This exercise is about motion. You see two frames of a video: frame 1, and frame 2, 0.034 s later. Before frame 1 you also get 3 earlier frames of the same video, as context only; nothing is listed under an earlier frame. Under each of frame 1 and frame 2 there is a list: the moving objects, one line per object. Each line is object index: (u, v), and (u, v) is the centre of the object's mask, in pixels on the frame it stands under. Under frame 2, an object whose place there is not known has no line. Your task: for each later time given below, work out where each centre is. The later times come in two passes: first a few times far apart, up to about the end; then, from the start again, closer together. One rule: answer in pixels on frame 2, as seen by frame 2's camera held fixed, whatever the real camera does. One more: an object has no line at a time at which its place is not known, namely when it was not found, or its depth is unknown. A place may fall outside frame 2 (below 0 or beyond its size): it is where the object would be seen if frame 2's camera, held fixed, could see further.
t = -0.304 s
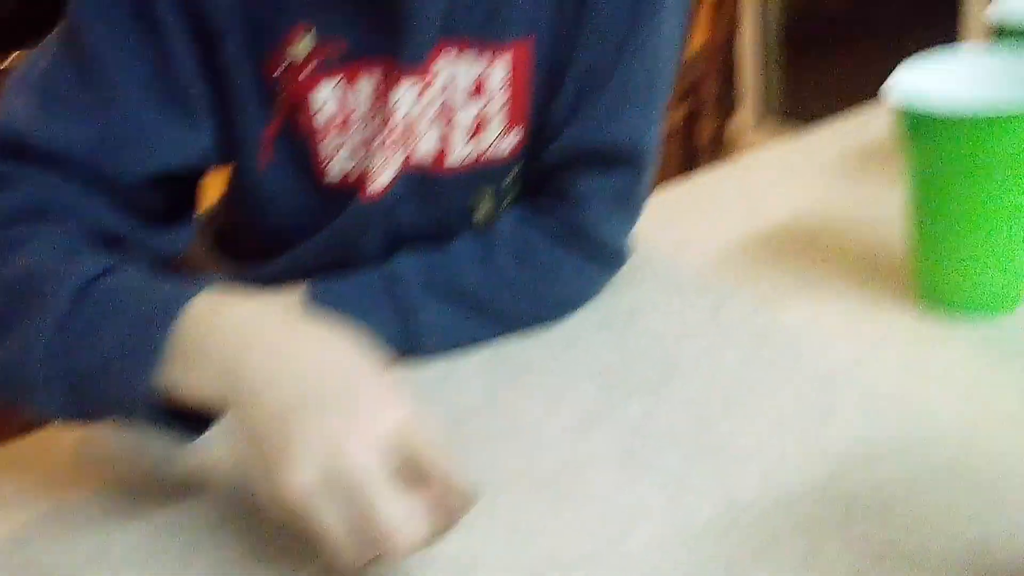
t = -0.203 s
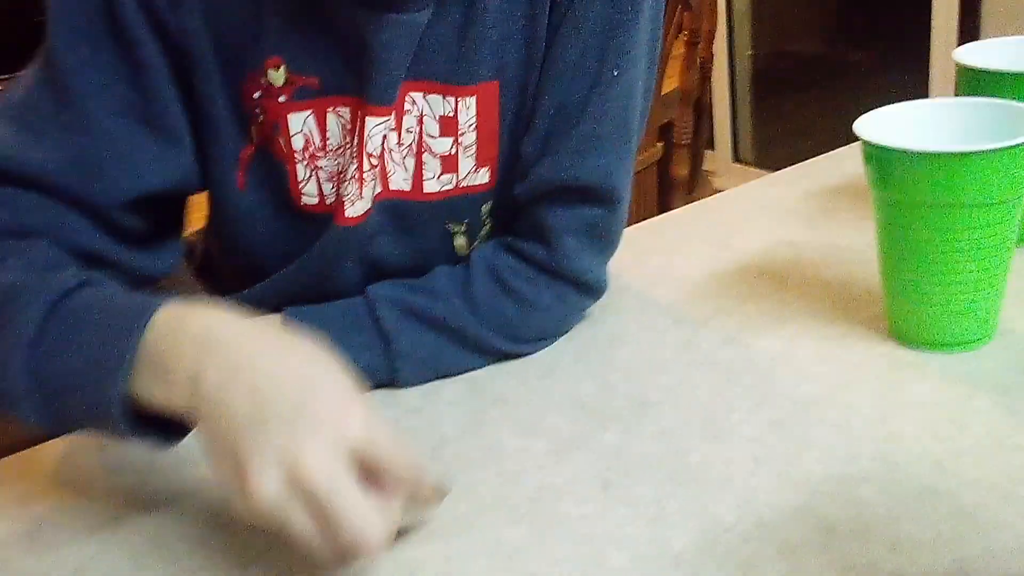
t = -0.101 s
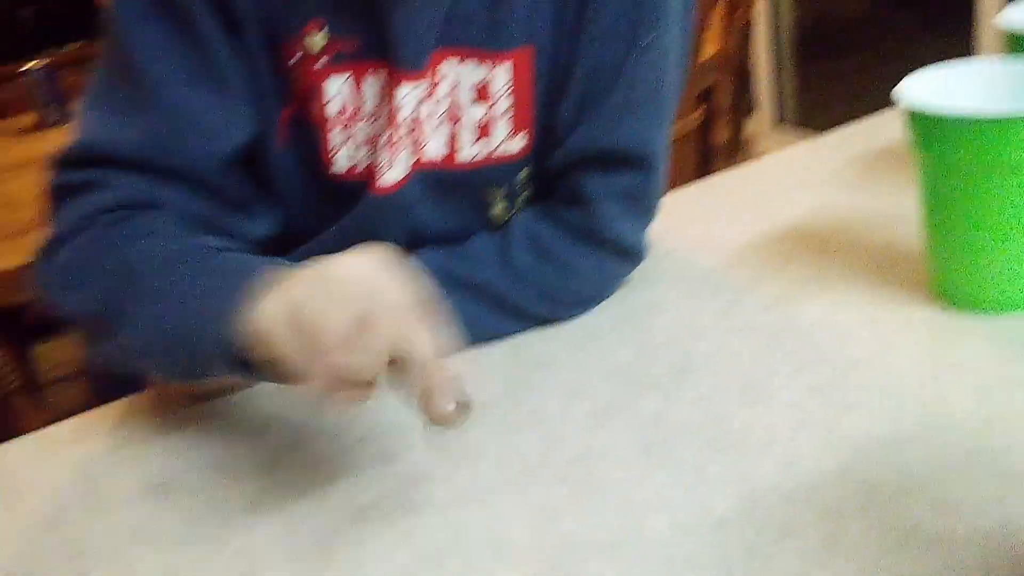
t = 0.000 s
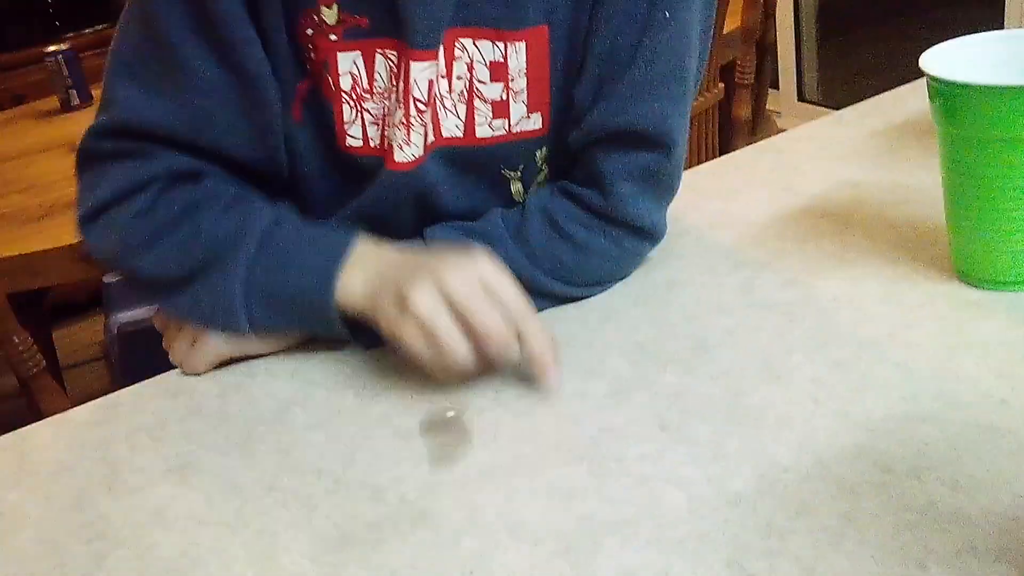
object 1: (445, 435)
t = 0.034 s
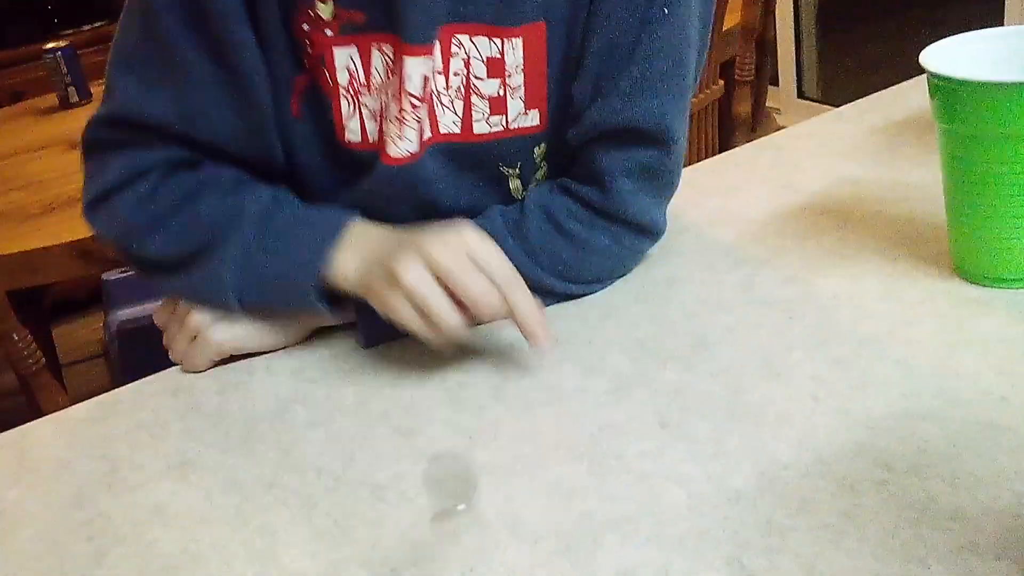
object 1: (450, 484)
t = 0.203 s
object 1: (430, 515)
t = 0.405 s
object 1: (441, 555)
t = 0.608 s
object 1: (430, 534)
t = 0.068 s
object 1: (469, 571)
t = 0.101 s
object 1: (454, 548)
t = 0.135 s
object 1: (441, 516)
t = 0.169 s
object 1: (431, 501)
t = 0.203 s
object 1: (430, 515)
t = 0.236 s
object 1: (428, 547)
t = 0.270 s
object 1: (431, 531)
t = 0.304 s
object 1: (431, 523)
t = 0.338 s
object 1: (434, 543)
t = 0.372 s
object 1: (439, 550)
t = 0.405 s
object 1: (441, 555)
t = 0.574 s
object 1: (433, 535)
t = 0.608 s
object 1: (430, 534)
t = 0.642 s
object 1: (439, 528)
